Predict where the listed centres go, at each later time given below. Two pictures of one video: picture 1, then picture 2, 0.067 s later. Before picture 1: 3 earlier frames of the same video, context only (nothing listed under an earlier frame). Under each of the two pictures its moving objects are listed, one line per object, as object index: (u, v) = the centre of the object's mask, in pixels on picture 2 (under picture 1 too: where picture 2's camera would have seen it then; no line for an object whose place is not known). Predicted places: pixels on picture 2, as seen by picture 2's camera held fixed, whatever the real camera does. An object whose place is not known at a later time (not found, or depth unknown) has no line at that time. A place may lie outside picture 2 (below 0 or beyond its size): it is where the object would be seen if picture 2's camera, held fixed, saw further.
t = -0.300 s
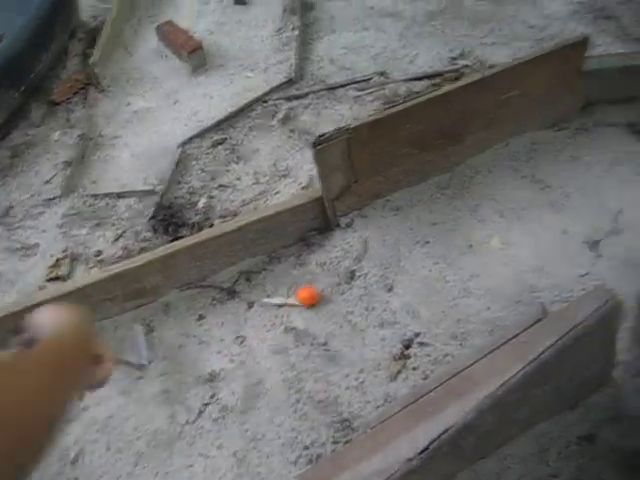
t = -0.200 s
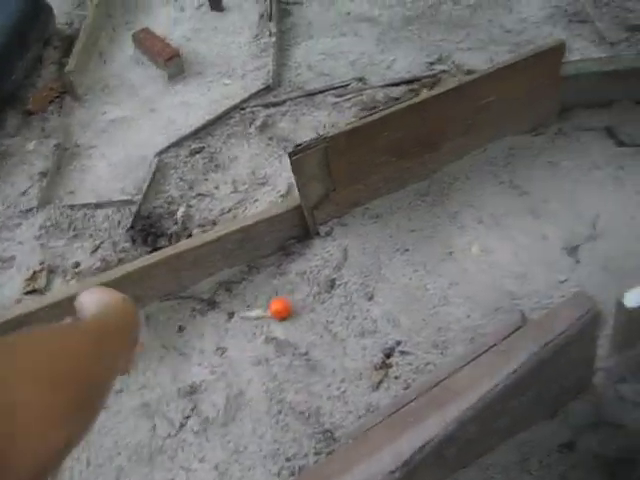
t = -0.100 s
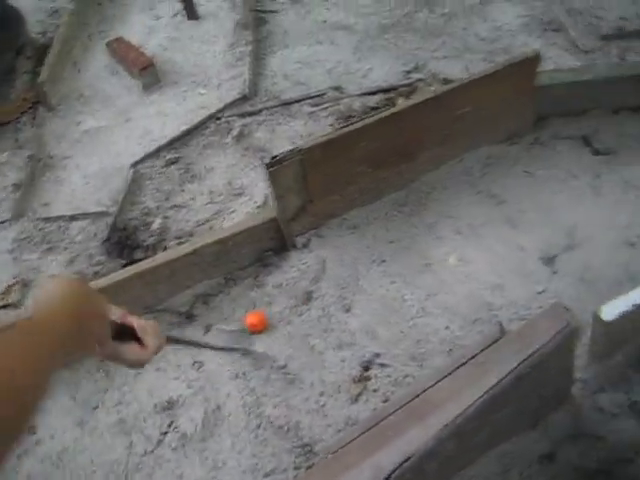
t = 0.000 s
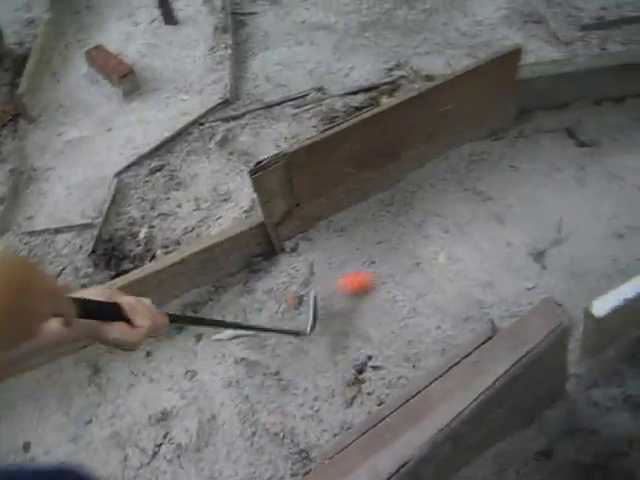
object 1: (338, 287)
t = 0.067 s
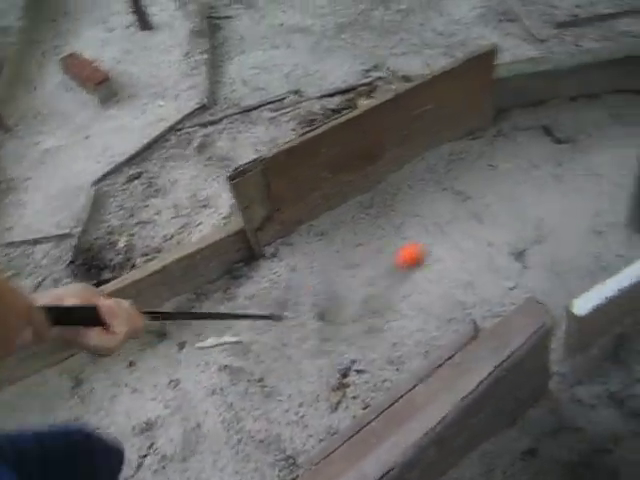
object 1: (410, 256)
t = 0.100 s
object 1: (433, 236)
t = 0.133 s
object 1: (453, 219)
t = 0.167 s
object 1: (475, 206)
